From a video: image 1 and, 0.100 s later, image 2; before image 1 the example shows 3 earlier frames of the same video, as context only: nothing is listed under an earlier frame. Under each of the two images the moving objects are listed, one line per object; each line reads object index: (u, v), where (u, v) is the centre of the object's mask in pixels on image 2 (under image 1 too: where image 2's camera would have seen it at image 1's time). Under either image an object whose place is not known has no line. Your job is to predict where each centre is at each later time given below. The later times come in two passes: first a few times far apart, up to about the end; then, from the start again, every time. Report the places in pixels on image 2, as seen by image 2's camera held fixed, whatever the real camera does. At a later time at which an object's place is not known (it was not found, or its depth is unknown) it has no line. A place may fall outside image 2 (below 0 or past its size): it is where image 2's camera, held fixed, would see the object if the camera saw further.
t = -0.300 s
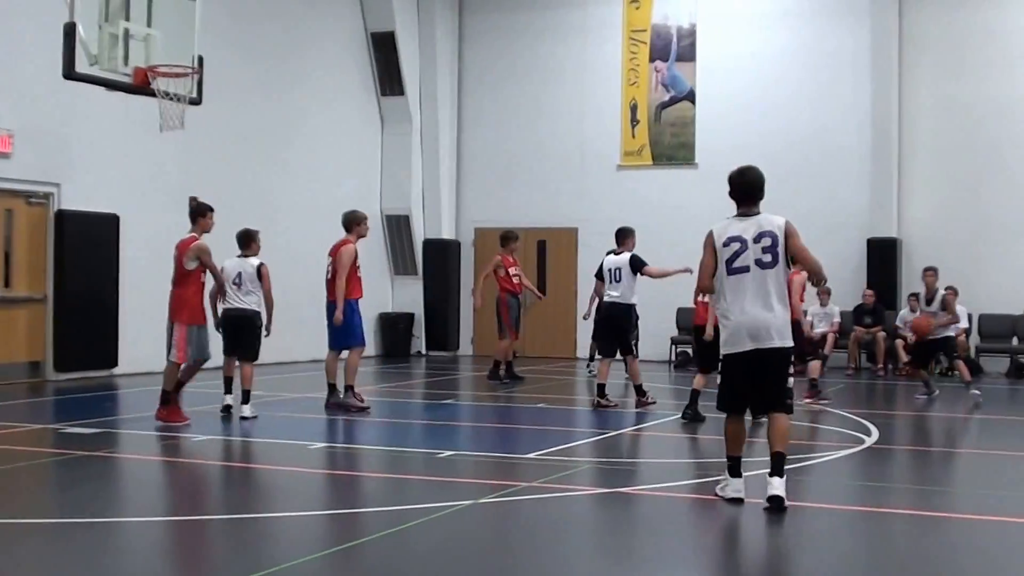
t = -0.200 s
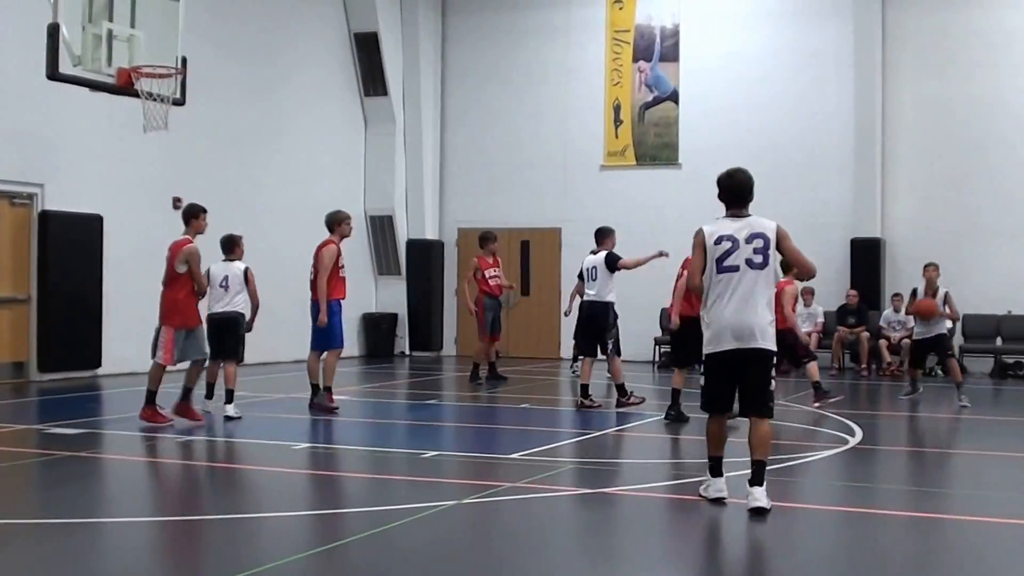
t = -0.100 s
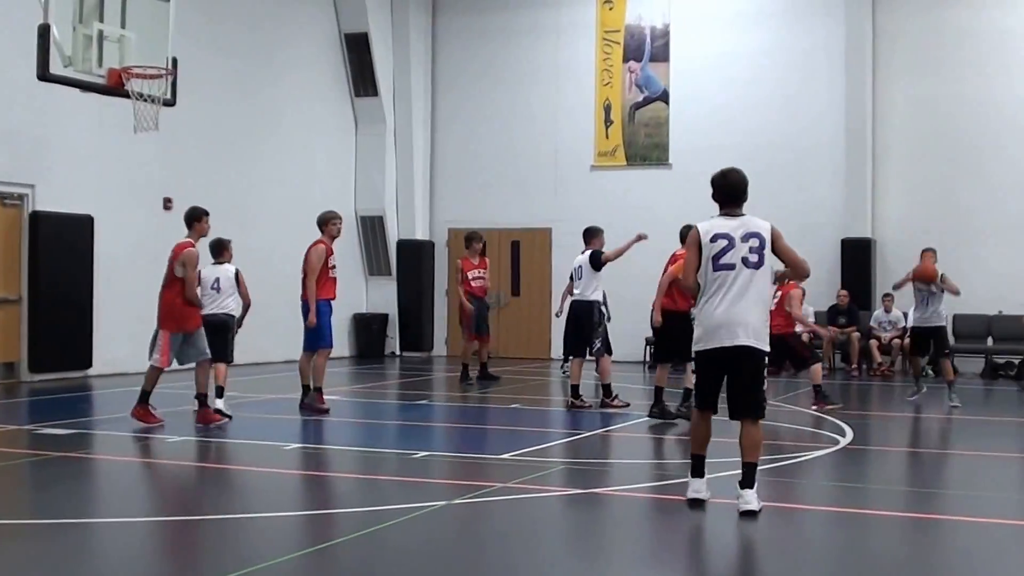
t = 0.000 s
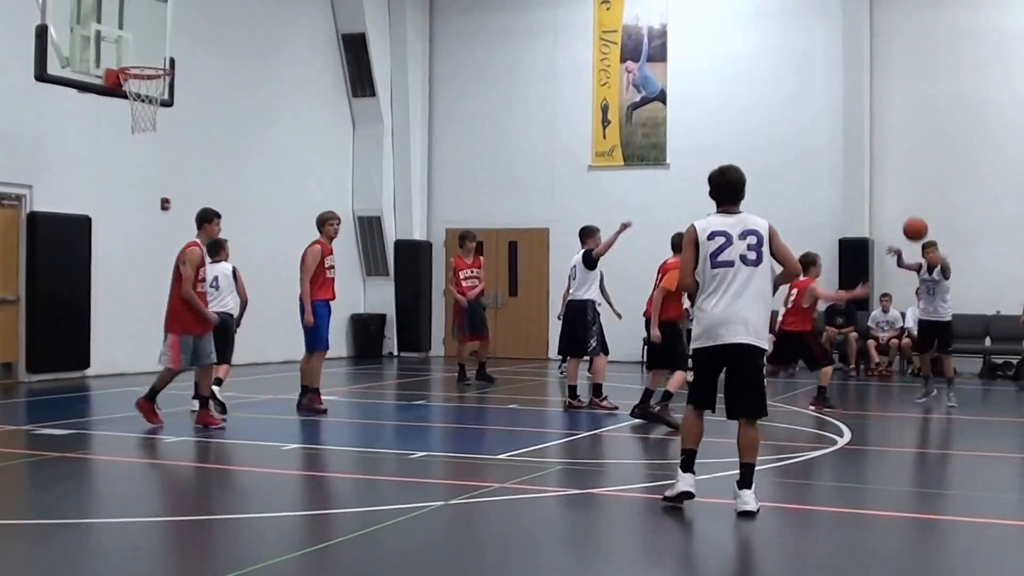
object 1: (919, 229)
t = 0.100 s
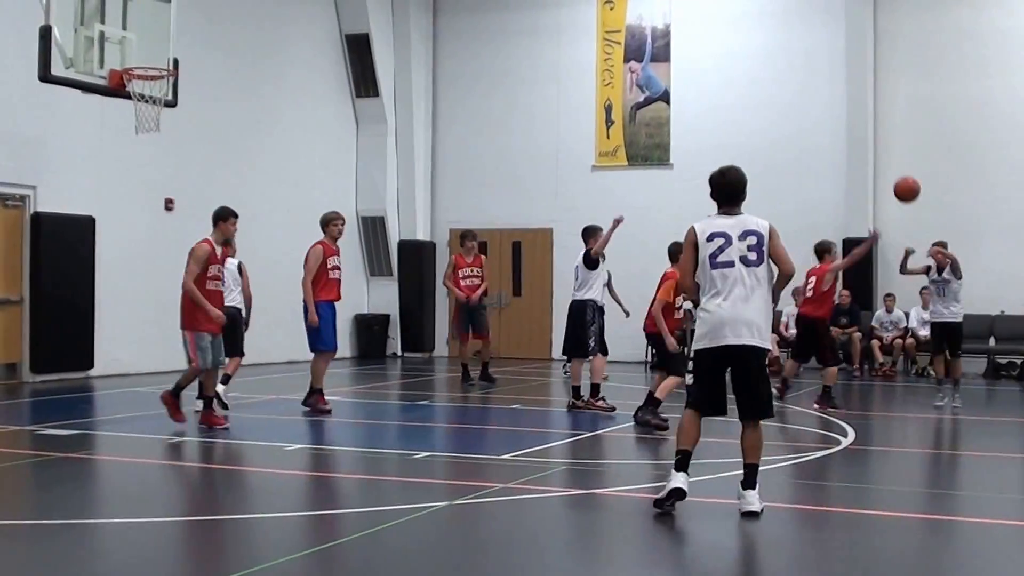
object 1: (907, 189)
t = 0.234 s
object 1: (887, 147)
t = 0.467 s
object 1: (844, 114)
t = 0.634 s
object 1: (803, 140)
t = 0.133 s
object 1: (902, 177)
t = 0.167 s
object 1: (897, 166)
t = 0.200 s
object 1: (893, 156)
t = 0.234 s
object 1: (887, 147)
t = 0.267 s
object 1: (882, 139)
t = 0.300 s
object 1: (876, 132)
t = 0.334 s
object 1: (871, 126)
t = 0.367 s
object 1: (864, 121)
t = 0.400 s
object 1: (858, 117)
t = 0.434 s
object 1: (851, 115)
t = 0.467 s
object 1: (844, 114)
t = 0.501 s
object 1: (837, 115)
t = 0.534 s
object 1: (829, 118)
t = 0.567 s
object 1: (821, 123)
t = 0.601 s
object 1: (812, 130)
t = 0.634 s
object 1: (803, 140)
